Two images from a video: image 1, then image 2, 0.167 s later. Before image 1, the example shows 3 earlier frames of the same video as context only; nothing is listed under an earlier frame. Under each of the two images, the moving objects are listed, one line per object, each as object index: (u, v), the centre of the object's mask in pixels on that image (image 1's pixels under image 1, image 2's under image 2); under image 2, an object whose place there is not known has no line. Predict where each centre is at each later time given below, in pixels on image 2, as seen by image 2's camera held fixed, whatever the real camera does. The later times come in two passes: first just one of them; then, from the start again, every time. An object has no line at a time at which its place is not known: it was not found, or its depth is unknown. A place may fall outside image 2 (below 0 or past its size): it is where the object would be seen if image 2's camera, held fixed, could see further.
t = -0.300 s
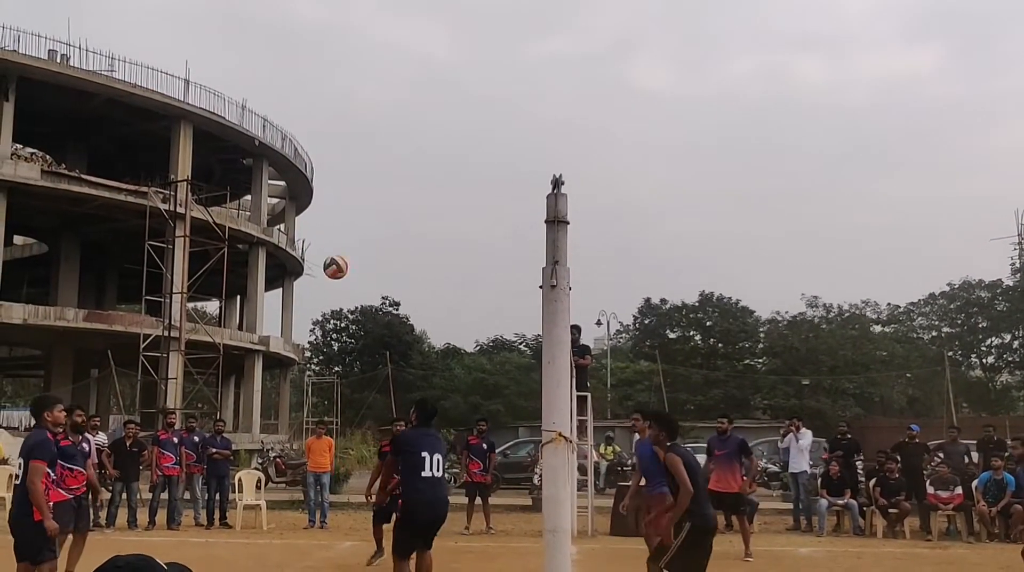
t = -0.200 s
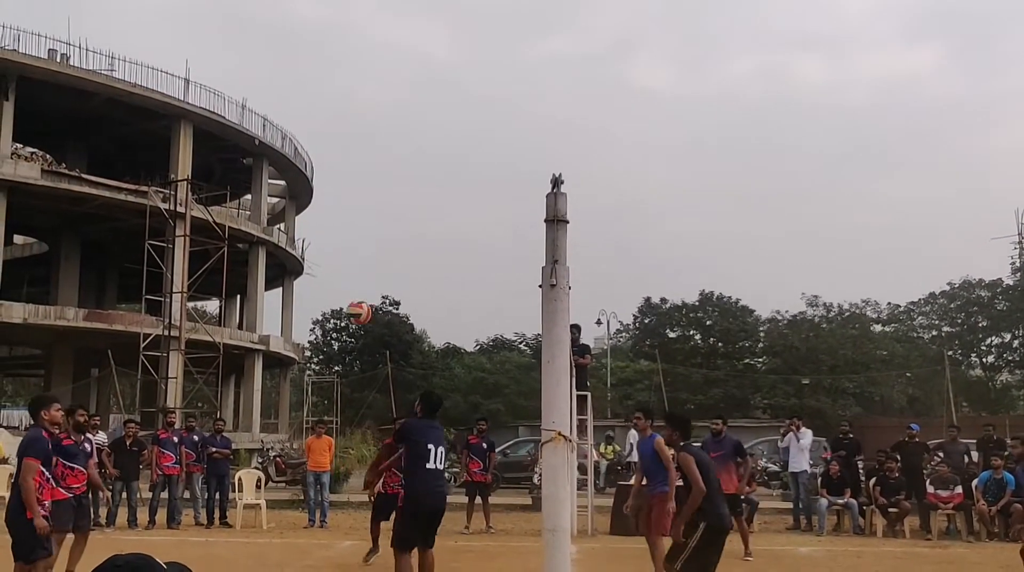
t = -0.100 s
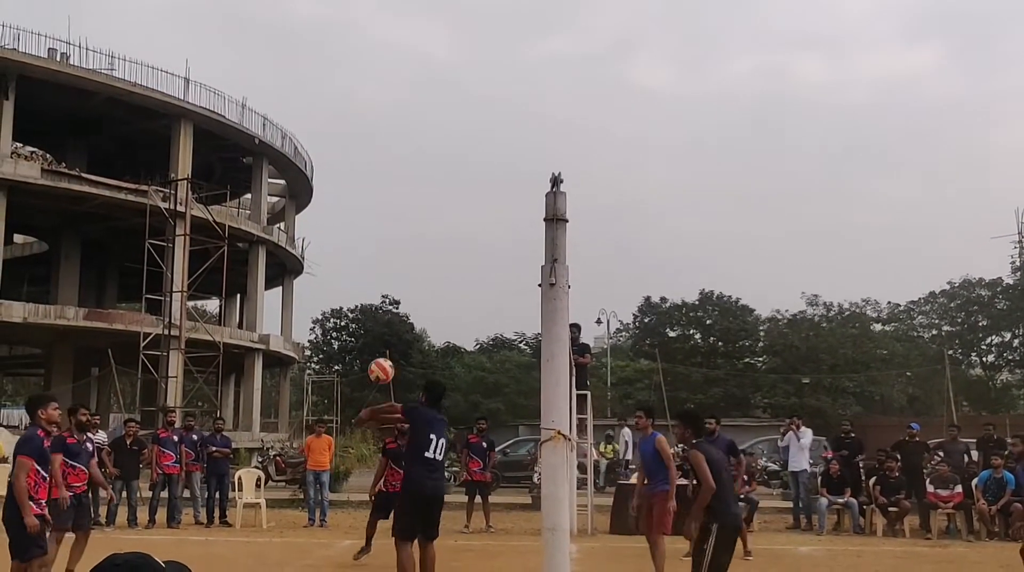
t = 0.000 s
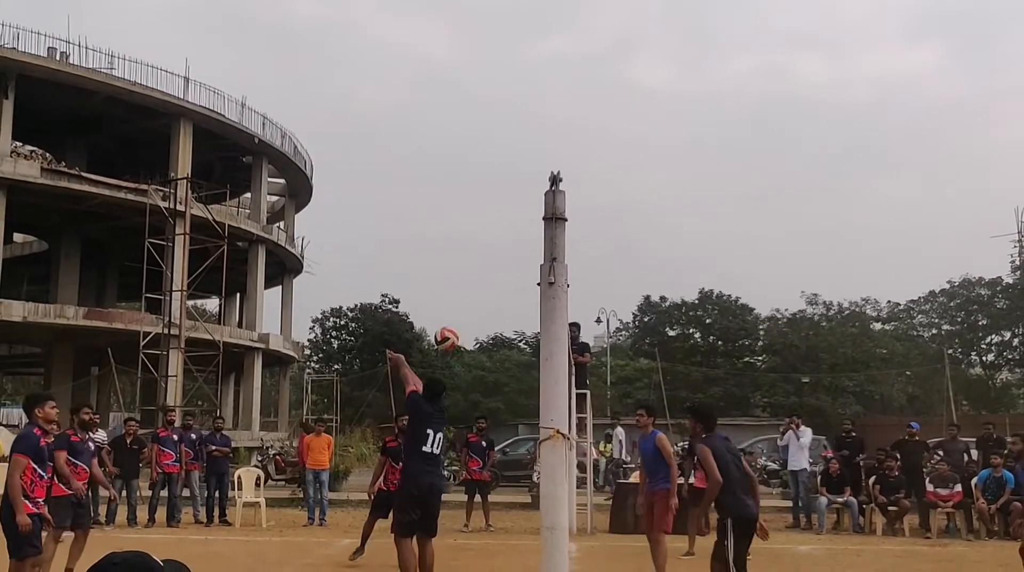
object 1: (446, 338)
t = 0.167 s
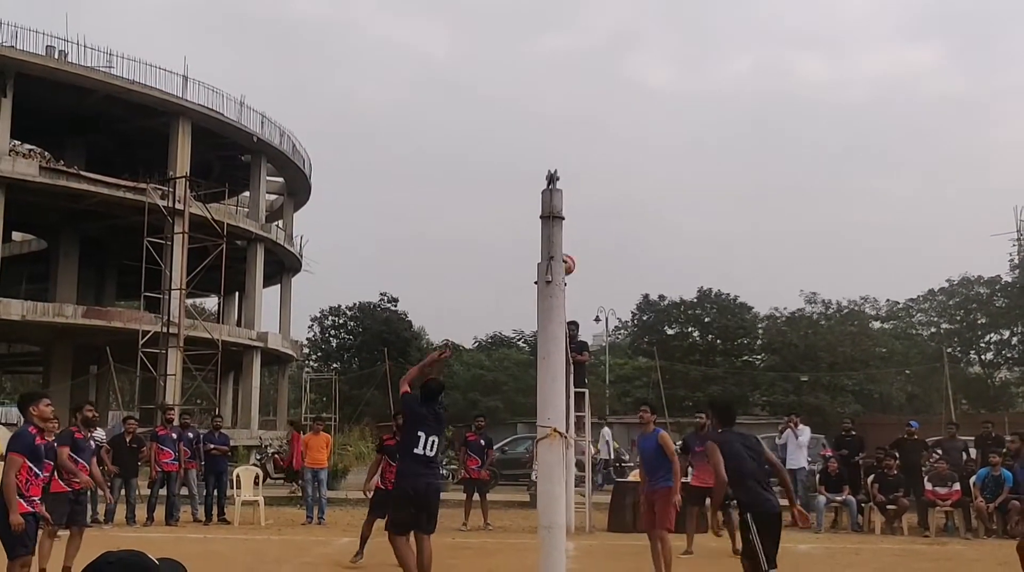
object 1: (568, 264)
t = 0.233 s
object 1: (613, 249)
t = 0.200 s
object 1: (588, 257)
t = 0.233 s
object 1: (613, 249)
